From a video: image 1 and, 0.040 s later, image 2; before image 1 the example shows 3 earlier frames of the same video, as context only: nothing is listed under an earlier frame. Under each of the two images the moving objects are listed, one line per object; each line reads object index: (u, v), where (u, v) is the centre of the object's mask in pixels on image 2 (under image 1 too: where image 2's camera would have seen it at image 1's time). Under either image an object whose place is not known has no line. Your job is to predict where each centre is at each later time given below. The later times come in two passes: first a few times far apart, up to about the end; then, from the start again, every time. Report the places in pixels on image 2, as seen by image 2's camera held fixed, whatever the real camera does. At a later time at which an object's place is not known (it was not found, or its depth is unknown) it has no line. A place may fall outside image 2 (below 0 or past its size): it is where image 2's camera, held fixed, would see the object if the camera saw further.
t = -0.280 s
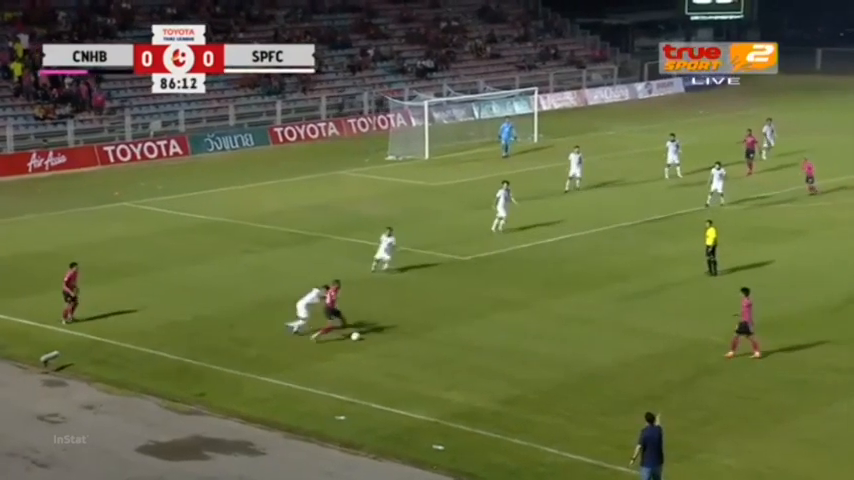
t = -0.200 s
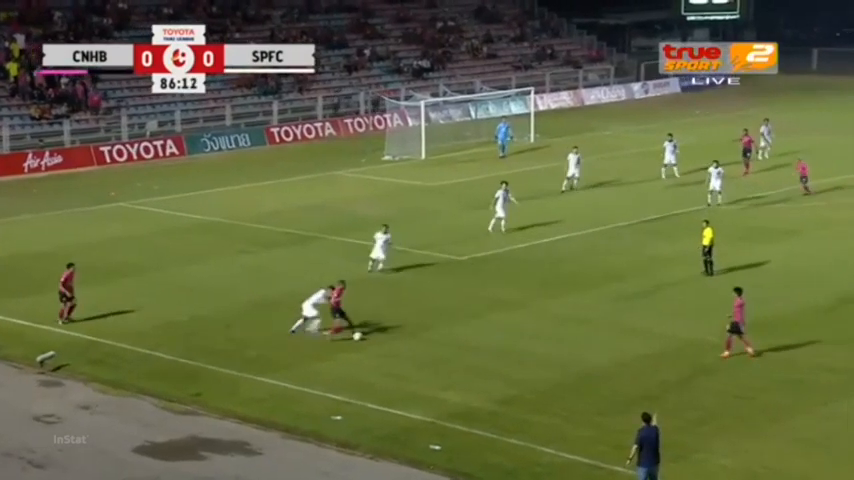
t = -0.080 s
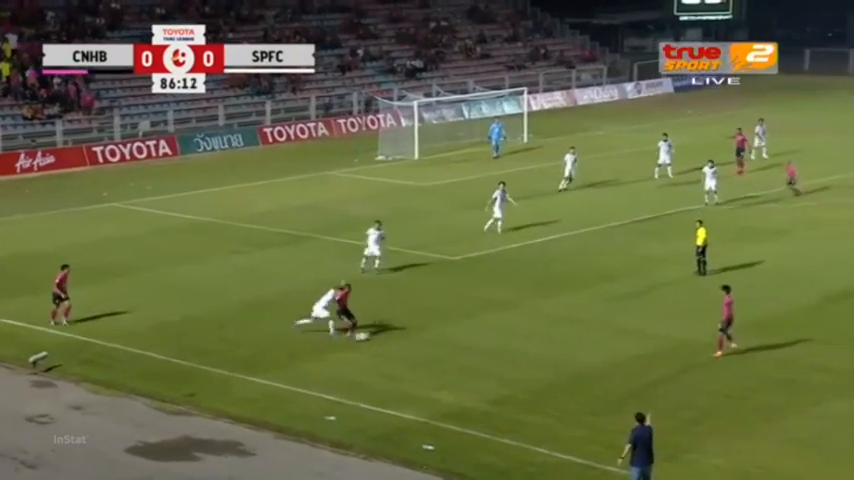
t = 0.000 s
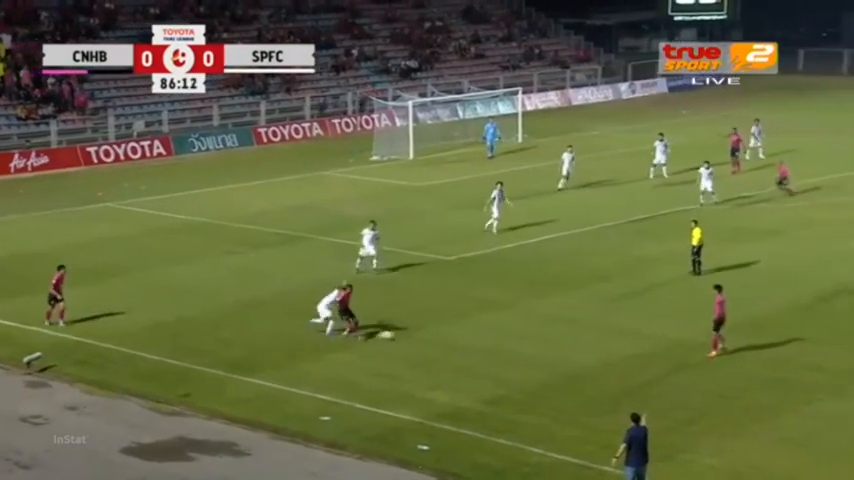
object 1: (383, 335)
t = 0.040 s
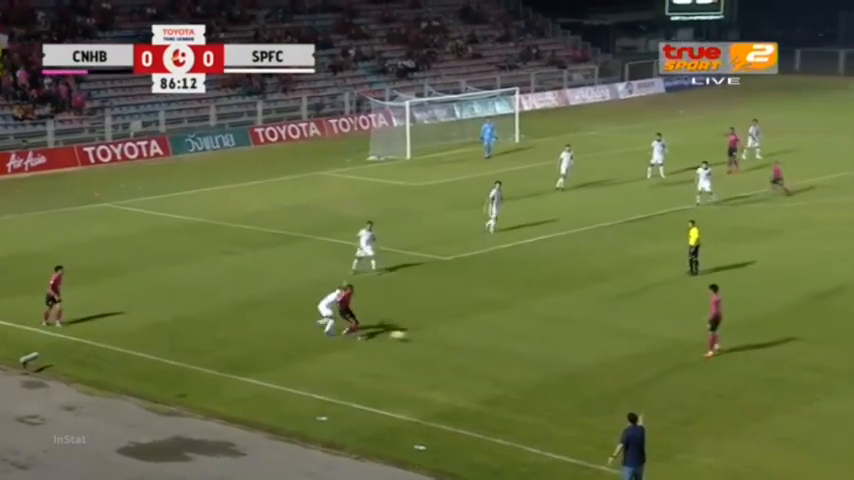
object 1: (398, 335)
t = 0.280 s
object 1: (479, 337)
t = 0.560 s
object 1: (558, 338)
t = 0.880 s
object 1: (628, 340)
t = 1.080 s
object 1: (664, 340)
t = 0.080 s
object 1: (412, 335)
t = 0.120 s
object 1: (426, 336)
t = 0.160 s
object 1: (440, 338)
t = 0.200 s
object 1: (454, 338)
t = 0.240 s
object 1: (467, 337)
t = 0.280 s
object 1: (479, 337)
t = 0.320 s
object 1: (491, 337)
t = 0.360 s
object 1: (503, 338)
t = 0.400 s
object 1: (515, 339)
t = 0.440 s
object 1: (526, 339)
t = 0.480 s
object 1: (538, 338)
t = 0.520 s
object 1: (548, 338)
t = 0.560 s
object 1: (558, 338)
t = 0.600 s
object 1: (569, 339)
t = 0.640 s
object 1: (578, 340)
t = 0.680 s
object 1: (588, 340)
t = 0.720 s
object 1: (597, 339)
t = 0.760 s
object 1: (605, 340)
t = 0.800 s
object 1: (613, 340)
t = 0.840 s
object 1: (621, 340)
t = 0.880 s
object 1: (628, 340)
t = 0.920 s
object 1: (635, 340)
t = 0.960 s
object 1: (643, 340)
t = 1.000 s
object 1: (650, 340)
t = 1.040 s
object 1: (657, 340)
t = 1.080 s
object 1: (664, 340)
